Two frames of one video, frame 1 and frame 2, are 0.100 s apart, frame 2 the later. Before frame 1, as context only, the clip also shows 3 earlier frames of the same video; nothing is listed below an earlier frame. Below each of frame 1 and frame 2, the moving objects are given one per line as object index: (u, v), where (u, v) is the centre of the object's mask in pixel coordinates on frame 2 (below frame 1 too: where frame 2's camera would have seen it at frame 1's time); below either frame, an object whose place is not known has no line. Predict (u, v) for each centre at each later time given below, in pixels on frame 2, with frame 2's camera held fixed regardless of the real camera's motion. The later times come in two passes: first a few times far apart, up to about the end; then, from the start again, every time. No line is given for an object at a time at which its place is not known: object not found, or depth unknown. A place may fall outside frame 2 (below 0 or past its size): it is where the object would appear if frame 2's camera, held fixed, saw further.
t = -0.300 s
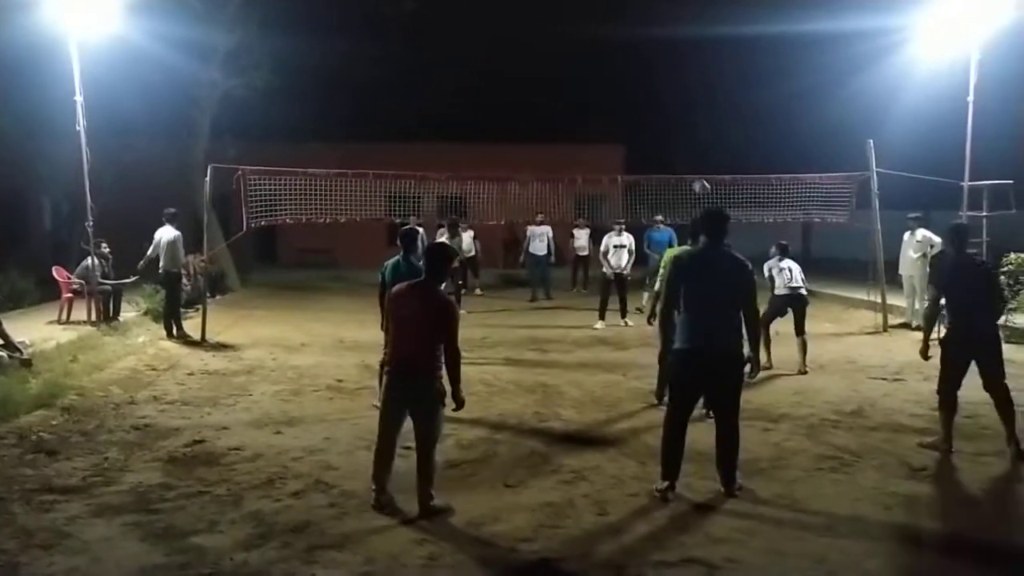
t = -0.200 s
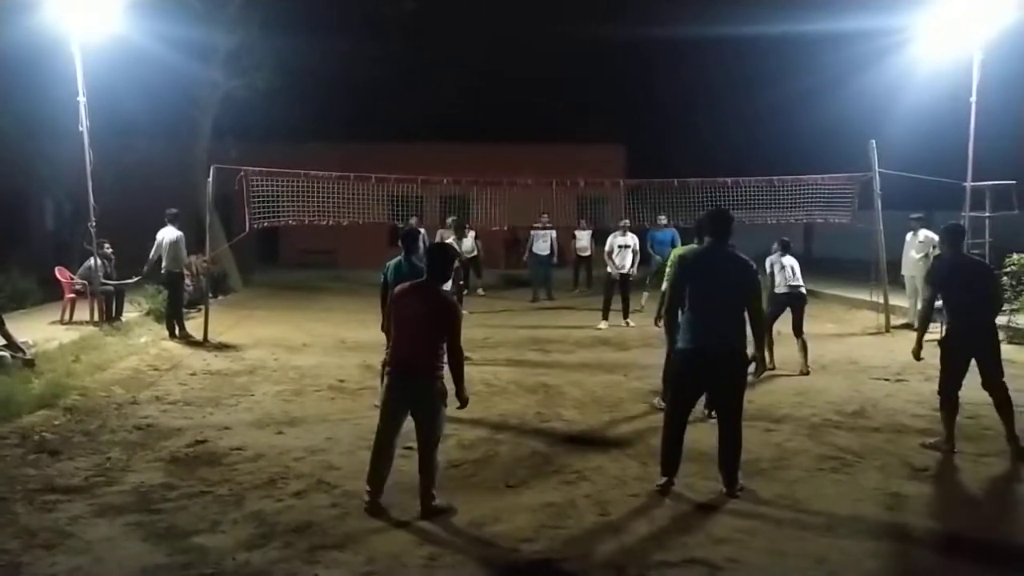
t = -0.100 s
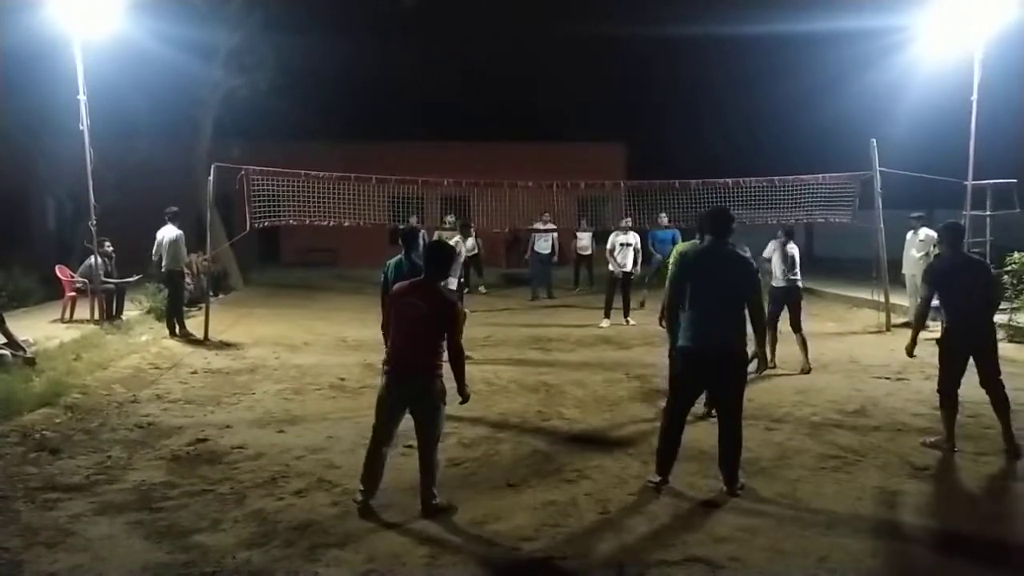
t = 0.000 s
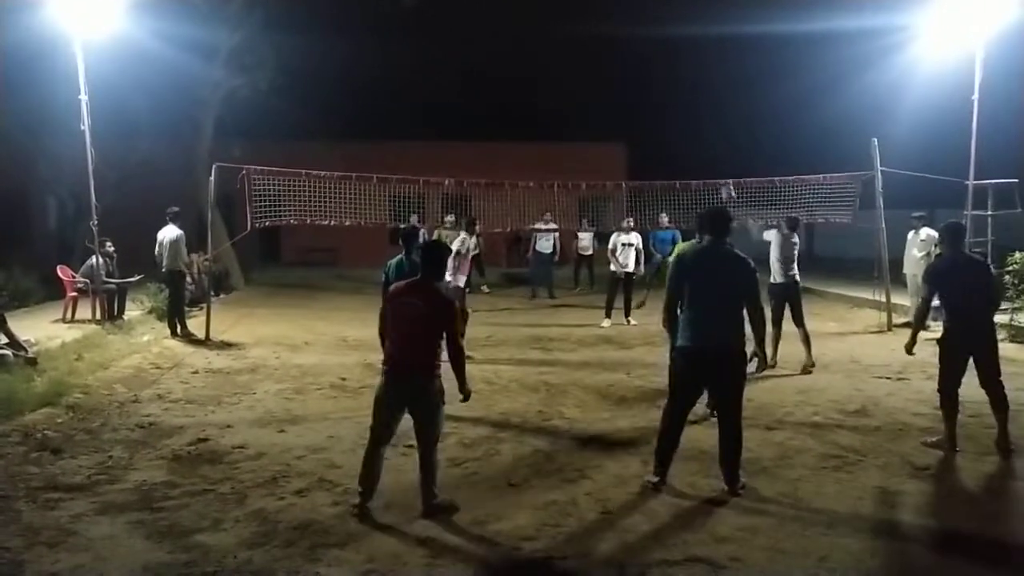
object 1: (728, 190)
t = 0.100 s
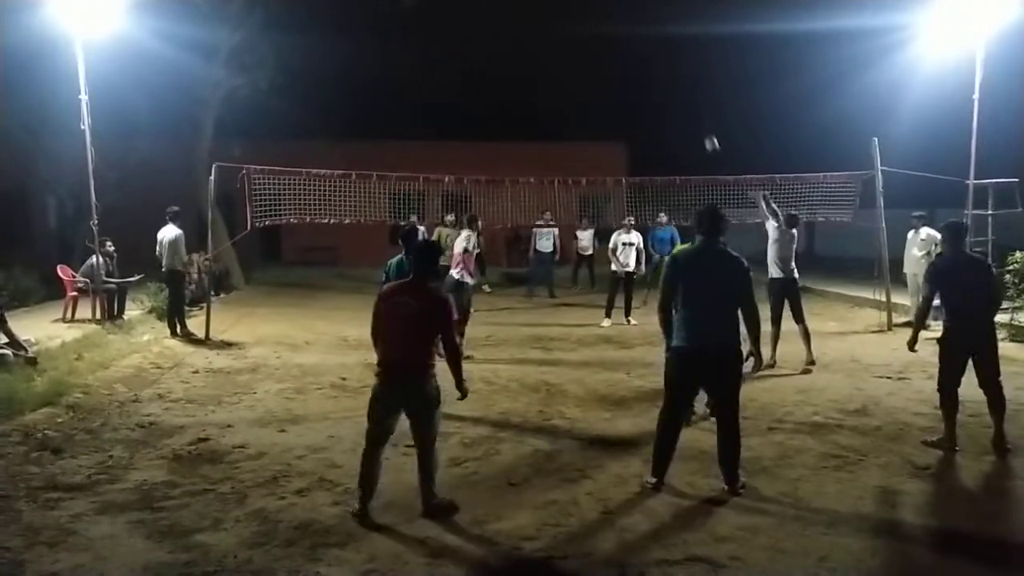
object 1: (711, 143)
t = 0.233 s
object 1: (692, 98)
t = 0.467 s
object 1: (664, 59)
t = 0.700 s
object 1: (641, 58)
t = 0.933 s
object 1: (622, 86)
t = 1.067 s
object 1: (612, 112)
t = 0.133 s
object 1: (706, 131)
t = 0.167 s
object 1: (702, 119)
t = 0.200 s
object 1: (697, 108)
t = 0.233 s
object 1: (692, 98)
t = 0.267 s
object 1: (688, 91)
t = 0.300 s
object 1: (684, 83)
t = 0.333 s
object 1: (679, 76)
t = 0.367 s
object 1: (675, 71)
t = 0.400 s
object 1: (672, 67)
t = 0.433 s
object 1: (668, 63)
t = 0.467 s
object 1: (664, 59)
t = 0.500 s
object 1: (661, 57)
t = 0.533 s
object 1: (657, 56)
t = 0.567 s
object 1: (653, 55)
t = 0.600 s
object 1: (650, 55)
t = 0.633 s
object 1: (647, 55)
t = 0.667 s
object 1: (644, 56)
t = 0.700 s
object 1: (641, 58)
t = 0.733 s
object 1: (638, 61)
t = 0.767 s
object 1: (635, 64)
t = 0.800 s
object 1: (632, 67)
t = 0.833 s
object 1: (629, 71)
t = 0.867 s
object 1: (627, 75)
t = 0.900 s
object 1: (624, 80)
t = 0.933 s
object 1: (622, 86)
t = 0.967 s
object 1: (619, 92)
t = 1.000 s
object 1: (617, 97)
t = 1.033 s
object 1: (614, 105)
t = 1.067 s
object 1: (612, 112)
